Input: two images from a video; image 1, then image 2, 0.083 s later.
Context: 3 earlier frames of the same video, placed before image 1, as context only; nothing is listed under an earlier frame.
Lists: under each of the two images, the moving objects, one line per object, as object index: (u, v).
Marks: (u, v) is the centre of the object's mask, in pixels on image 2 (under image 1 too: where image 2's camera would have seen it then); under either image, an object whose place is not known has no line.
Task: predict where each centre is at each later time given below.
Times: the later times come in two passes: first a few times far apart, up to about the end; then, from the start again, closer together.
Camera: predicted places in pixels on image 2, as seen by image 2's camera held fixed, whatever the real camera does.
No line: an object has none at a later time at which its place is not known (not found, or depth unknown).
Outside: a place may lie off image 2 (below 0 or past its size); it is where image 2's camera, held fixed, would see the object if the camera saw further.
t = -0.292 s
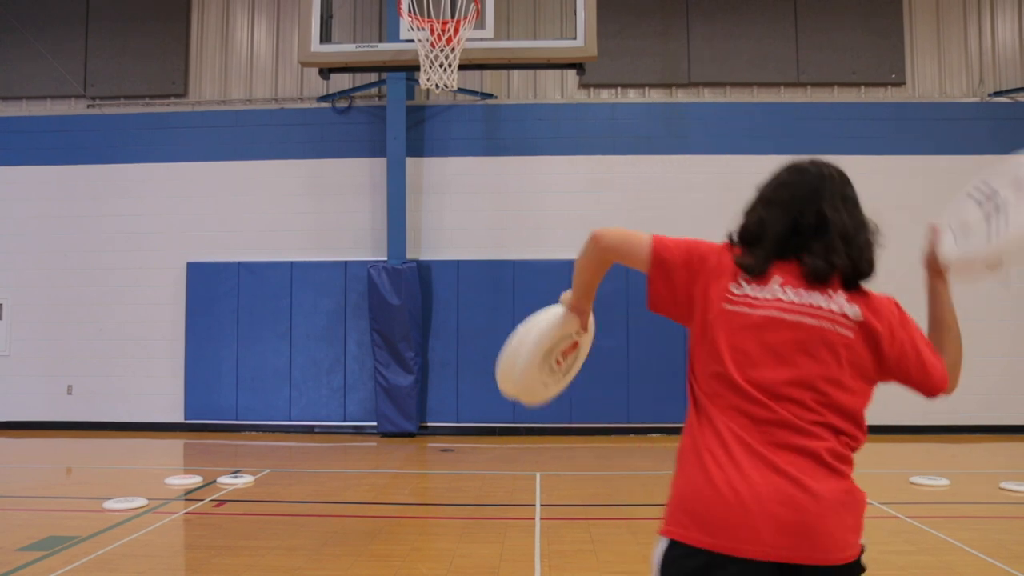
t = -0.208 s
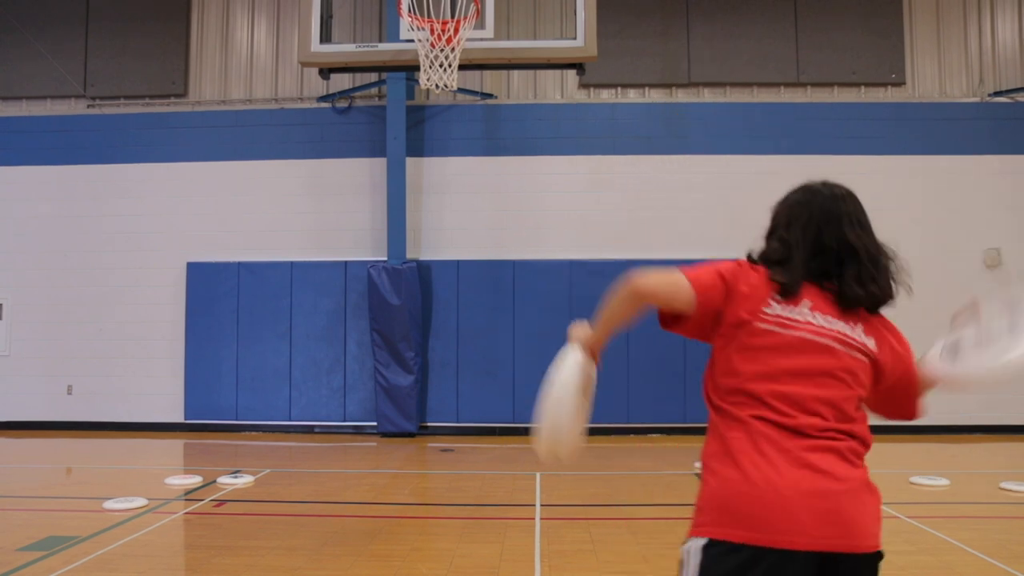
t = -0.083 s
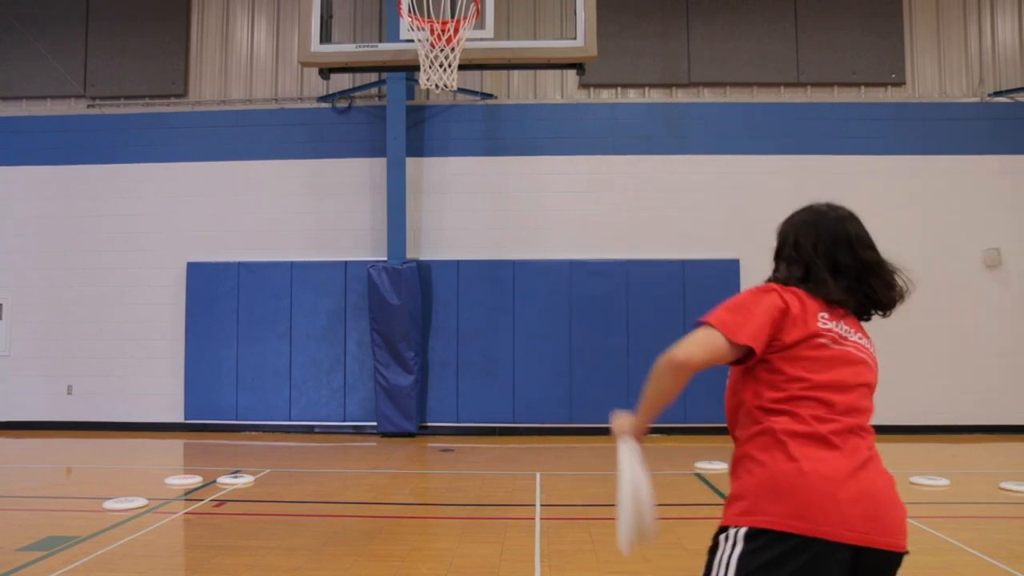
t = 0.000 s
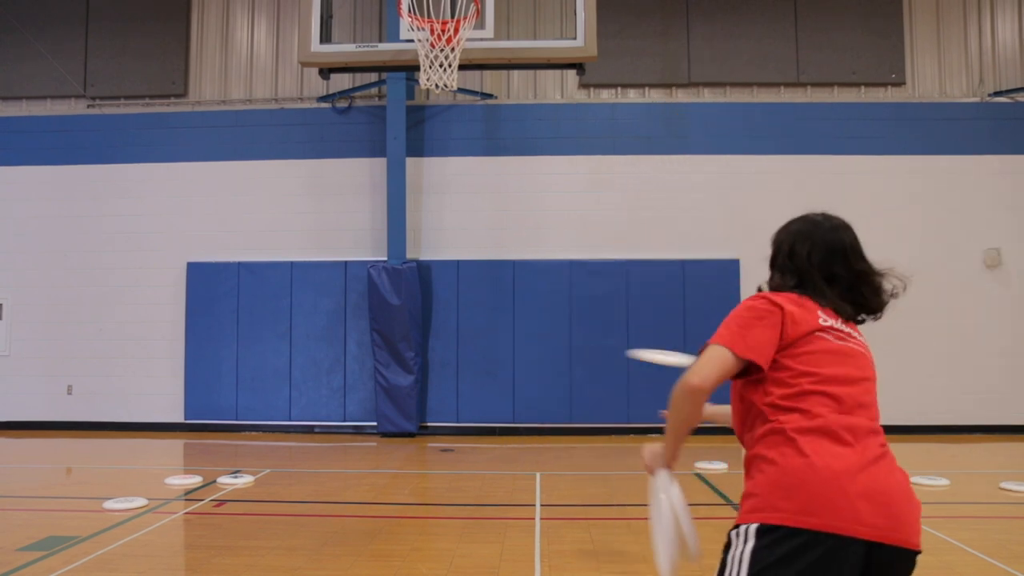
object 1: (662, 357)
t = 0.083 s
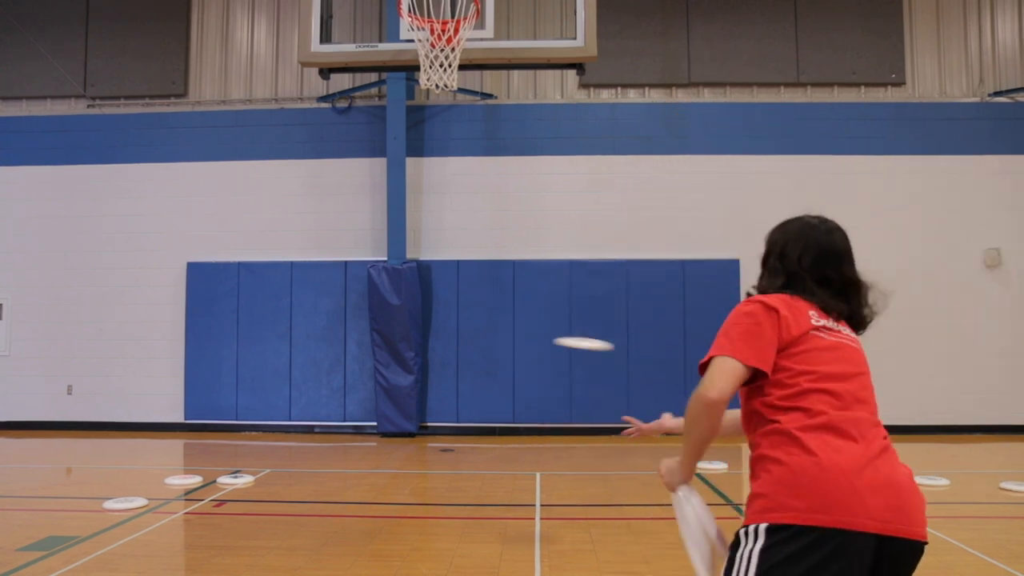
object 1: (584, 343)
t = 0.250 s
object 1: (492, 328)
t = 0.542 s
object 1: (442, 324)
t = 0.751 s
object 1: (483, 348)
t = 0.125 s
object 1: (553, 338)
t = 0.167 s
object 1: (530, 334)
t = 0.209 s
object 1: (510, 330)
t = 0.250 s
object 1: (492, 328)
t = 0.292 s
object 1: (478, 326)
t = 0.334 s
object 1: (465, 325)
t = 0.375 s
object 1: (454, 325)
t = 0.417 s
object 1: (444, 324)
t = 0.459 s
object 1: (435, 324)
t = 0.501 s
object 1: (435, 324)
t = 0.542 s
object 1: (442, 324)
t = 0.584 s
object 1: (451, 326)
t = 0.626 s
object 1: (457, 330)
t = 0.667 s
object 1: (465, 335)
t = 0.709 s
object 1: (475, 341)
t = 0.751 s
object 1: (483, 348)
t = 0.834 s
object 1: (500, 367)
